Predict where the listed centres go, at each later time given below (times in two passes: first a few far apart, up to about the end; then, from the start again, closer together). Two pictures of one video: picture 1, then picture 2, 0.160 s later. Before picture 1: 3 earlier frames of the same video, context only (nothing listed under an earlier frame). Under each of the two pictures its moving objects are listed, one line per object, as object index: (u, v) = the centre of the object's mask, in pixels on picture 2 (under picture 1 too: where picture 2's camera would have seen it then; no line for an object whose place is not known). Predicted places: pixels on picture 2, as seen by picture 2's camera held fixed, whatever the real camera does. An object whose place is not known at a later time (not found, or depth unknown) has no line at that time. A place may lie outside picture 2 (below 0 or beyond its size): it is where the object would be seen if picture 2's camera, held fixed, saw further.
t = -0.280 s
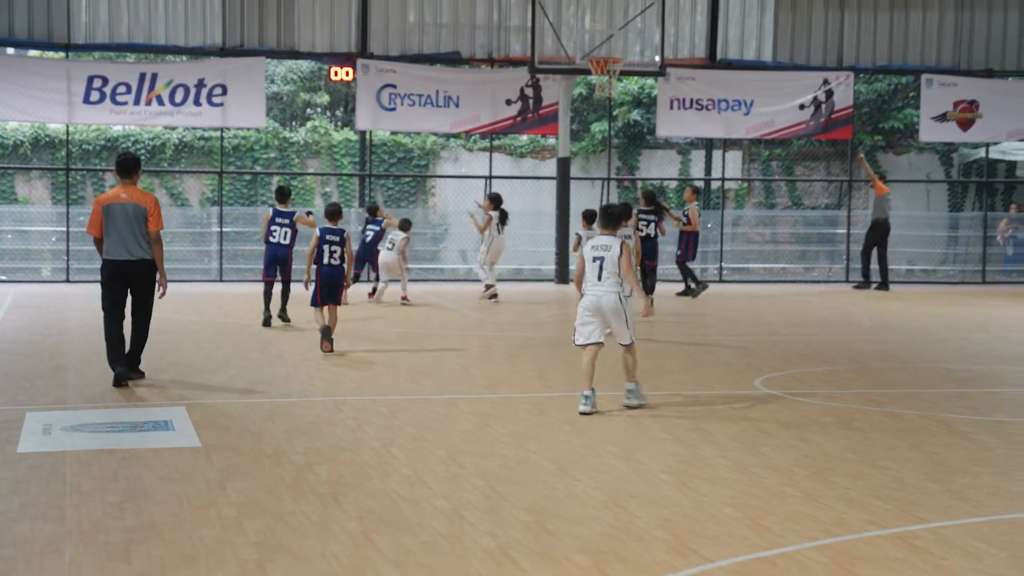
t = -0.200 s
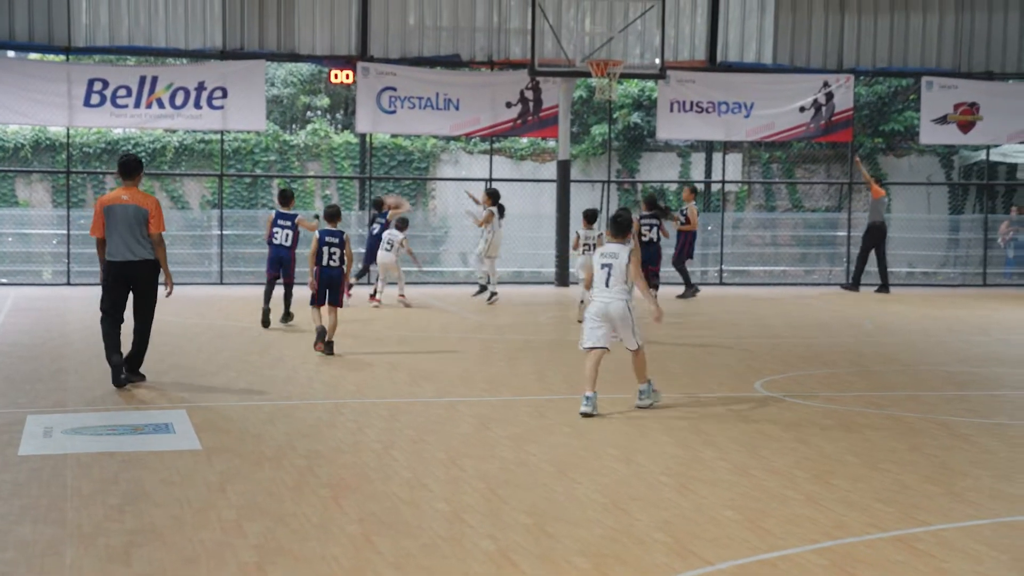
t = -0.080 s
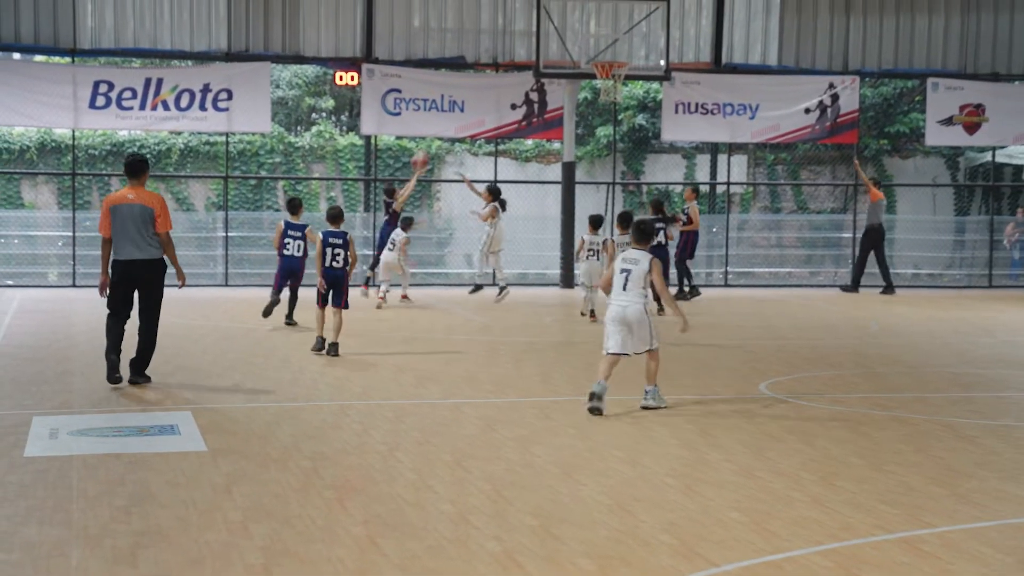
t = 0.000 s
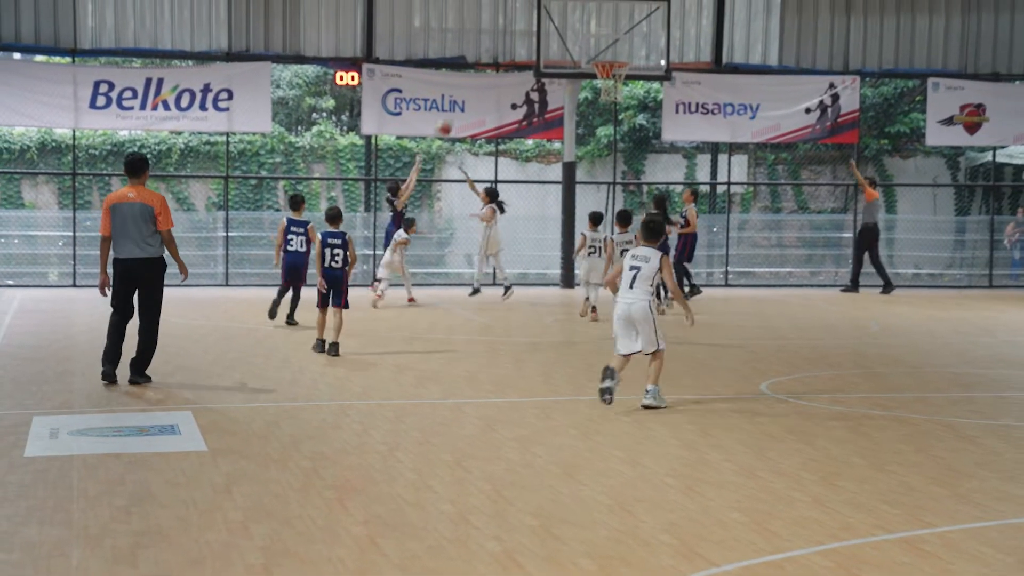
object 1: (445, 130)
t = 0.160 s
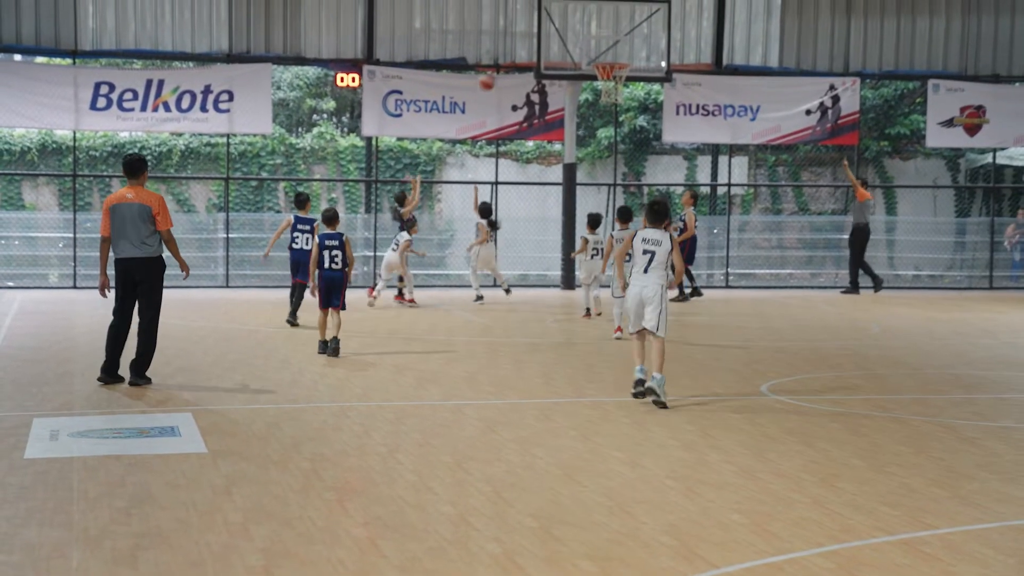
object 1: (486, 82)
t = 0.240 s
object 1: (507, 66)
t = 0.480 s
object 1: (569, 51)
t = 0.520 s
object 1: (579, 52)
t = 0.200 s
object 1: (496, 74)
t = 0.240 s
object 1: (507, 66)
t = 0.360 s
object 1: (539, 53)
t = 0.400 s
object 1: (549, 50)
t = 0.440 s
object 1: (559, 50)
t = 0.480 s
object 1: (569, 51)
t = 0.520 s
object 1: (579, 52)
